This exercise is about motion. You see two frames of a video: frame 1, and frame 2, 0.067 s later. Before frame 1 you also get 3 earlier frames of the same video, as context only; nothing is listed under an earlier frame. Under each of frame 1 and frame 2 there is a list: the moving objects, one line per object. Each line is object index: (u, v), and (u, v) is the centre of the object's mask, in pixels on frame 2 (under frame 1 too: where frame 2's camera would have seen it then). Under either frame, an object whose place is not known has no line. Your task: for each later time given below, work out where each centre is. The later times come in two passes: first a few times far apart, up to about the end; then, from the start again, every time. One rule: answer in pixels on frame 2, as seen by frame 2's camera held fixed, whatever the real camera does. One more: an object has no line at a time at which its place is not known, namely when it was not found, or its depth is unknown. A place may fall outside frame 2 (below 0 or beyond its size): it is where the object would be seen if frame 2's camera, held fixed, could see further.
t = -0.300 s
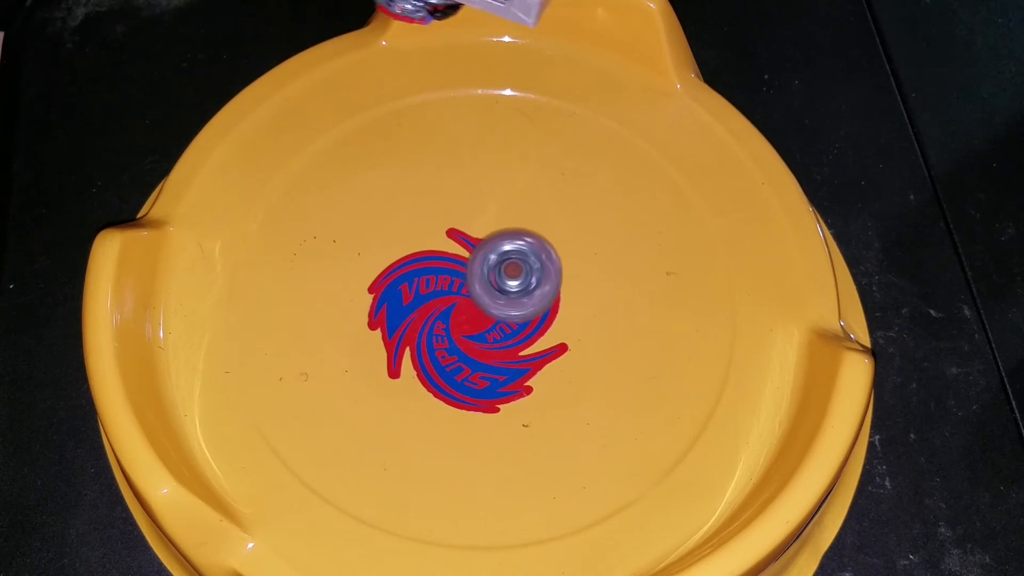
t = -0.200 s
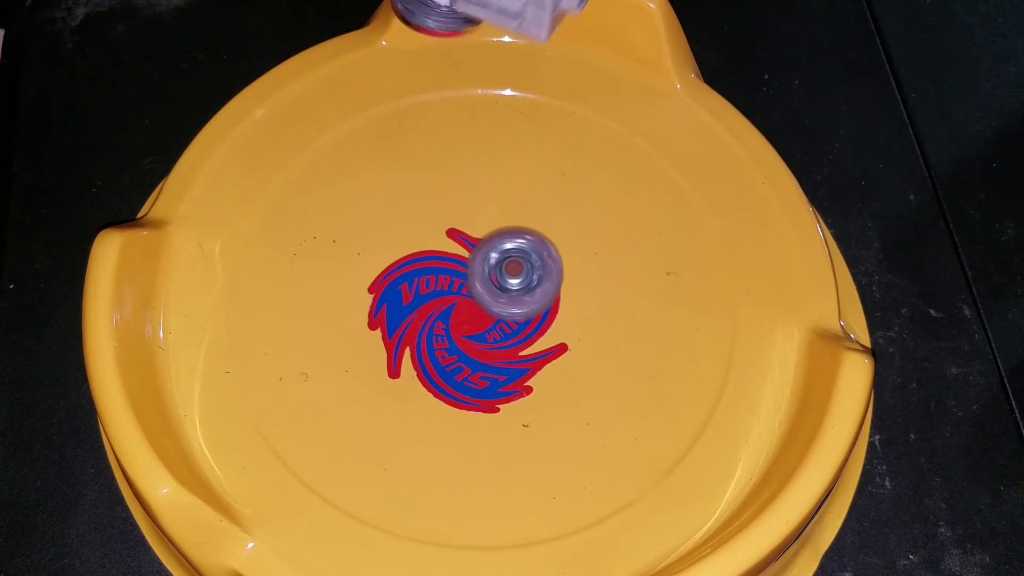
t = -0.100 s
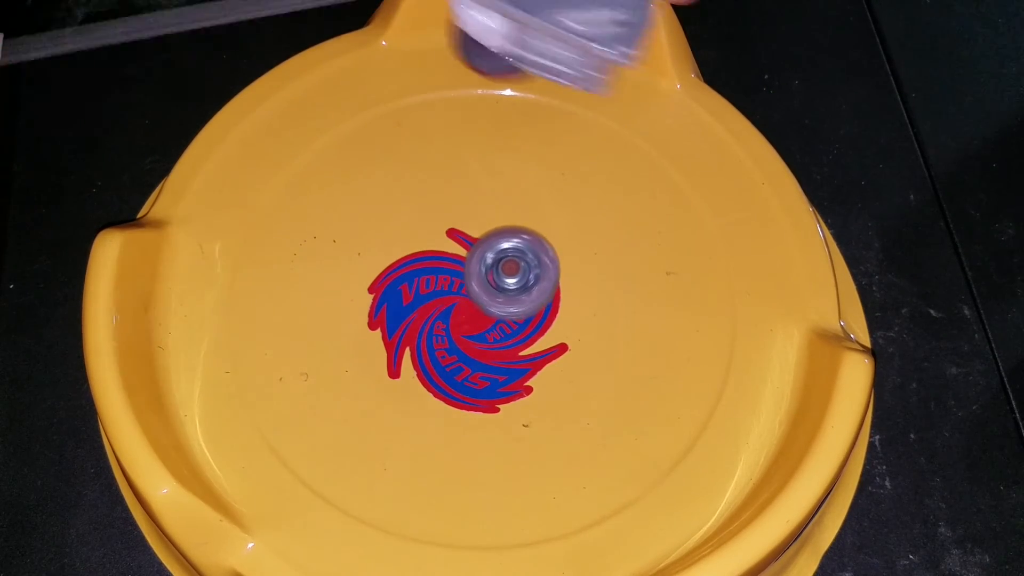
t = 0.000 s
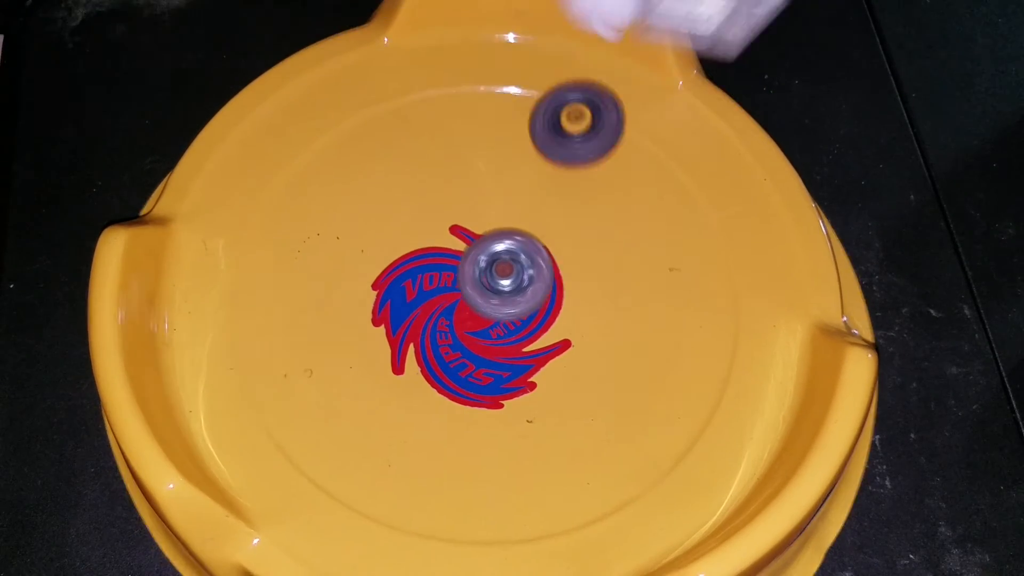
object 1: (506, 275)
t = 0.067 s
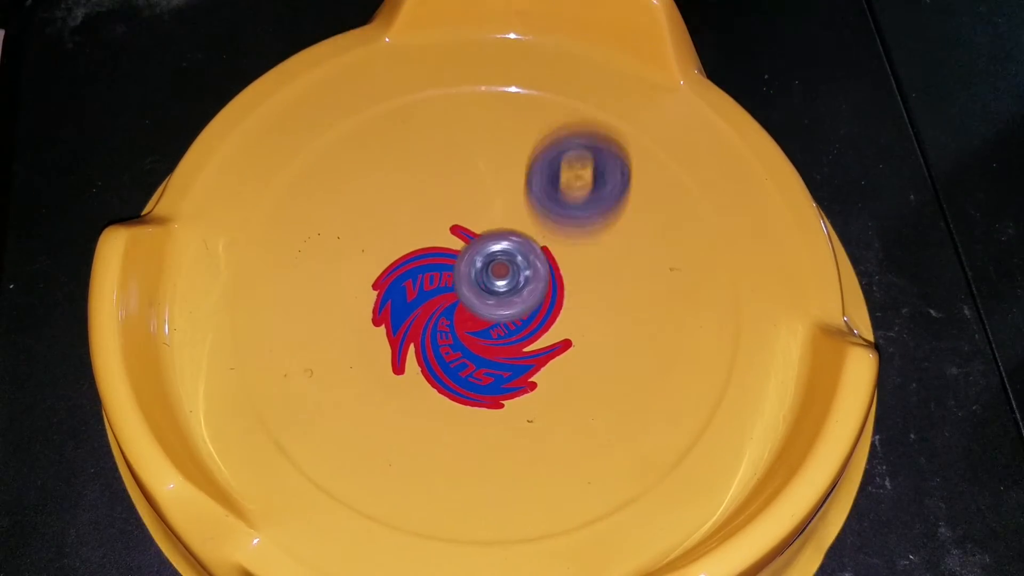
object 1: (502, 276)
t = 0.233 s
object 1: (496, 292)
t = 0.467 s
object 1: (492, 320)
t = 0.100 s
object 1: (499, 280)
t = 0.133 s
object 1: (496, 281)
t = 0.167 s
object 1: (497, 286)
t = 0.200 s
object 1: (496, 289)
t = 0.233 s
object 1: (496, 292)
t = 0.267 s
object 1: (496, 296)
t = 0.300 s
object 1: (496, 300)
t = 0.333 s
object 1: (496, 303)
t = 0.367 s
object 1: (497, 308)
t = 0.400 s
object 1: (496, 313)
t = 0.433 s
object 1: (494, 317)
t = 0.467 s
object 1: (492, 320)
